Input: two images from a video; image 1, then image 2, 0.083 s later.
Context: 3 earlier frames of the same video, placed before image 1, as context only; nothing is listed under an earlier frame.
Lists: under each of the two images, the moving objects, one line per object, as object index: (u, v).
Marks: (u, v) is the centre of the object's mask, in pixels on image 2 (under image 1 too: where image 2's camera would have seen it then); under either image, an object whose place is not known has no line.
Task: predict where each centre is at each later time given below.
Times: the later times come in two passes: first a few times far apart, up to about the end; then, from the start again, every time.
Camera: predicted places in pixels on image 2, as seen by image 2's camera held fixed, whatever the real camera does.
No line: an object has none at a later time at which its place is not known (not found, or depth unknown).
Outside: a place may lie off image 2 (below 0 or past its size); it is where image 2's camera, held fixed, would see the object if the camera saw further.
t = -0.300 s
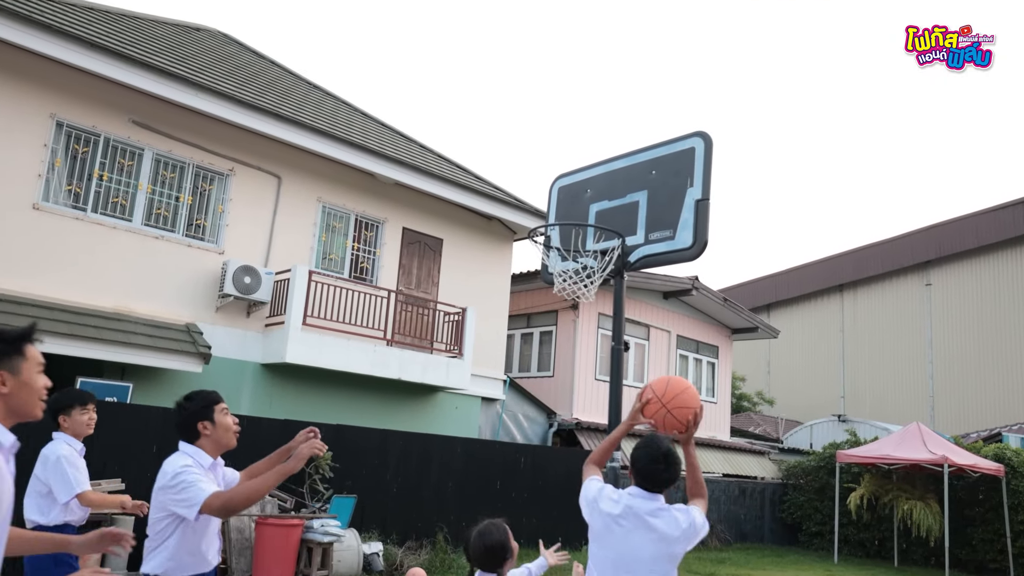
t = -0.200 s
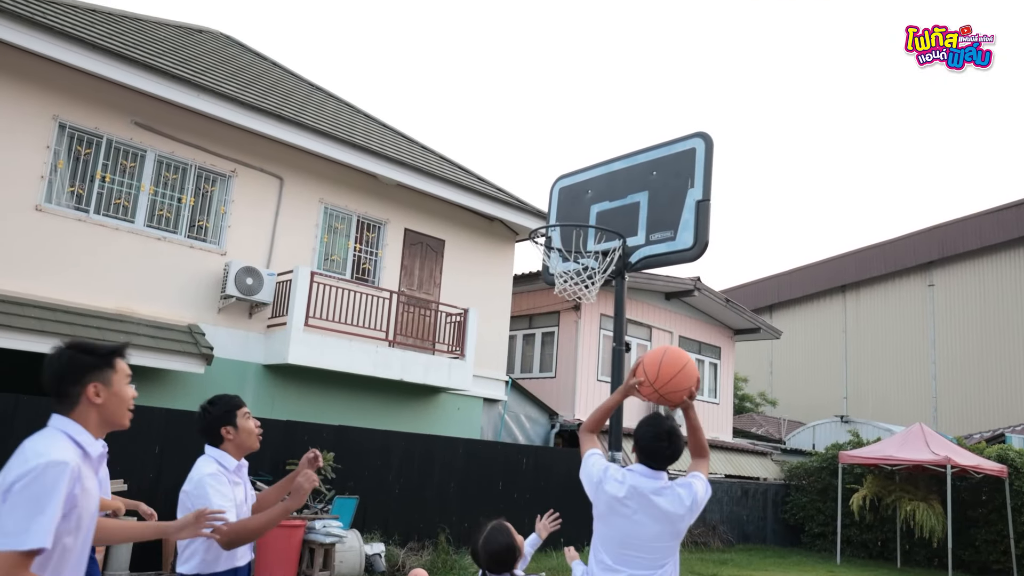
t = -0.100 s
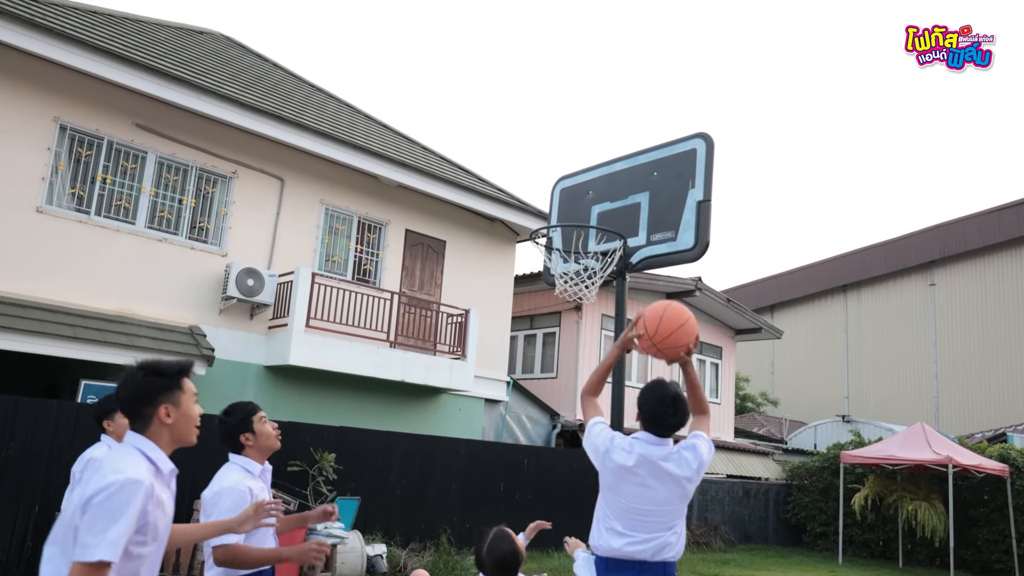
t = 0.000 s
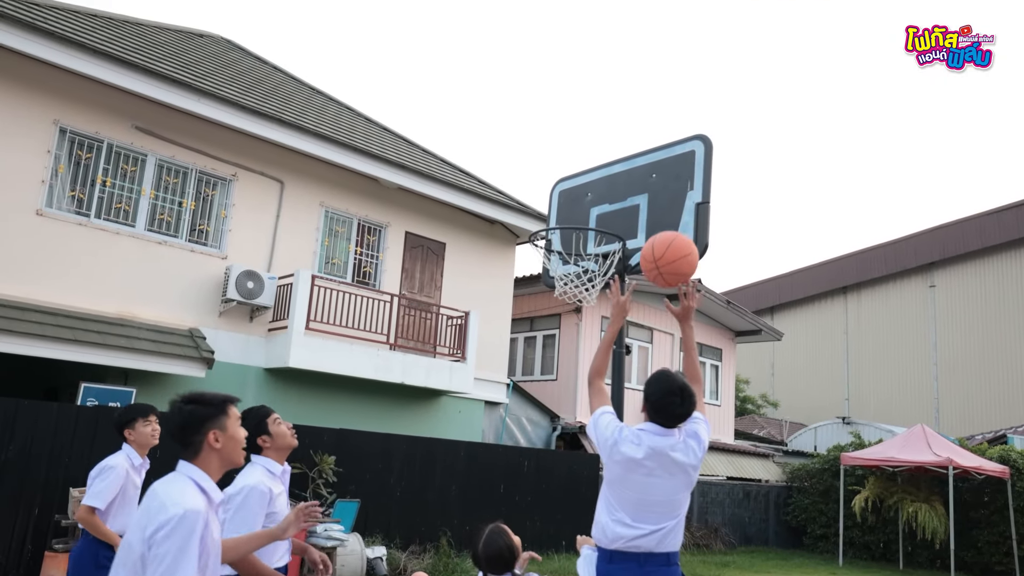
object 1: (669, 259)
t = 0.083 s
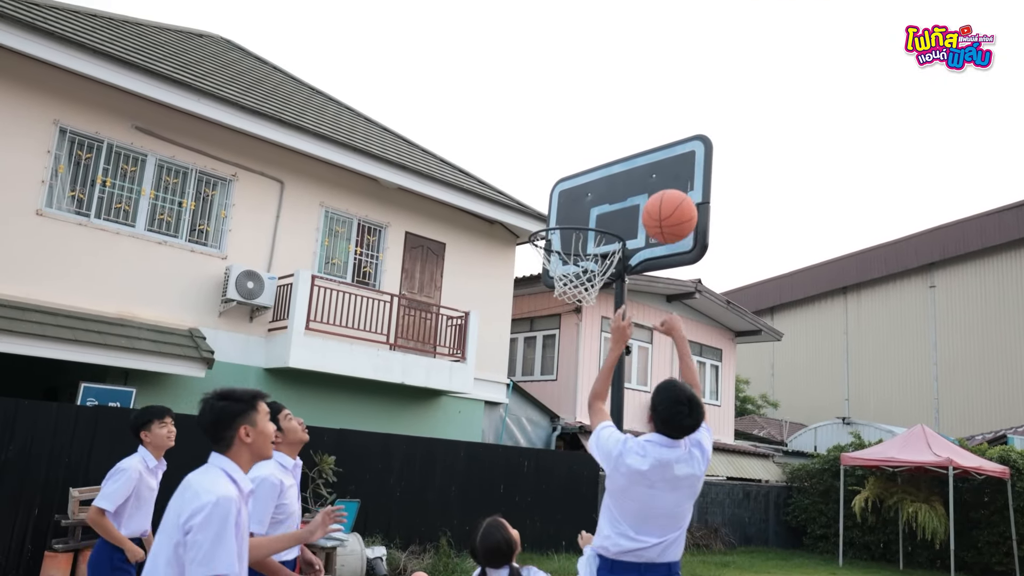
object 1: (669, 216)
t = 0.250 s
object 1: (658, 177)
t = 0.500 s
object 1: (620, 208)
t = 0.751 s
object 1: (565, 238)
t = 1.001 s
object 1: (561, 318)
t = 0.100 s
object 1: (669, 210)
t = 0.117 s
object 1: (669, 204)
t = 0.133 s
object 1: (669, 199)
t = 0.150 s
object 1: (669, 195)
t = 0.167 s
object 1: (669, 191)
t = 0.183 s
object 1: (668, 187)
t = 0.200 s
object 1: (666, 184)
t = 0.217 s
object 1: (663, 181)
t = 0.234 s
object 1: (661, 178)
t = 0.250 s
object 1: (658, 177)
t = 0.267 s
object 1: (656, 175)
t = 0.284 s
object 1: (653, 174)
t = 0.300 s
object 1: (651, 174)
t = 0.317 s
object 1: (648, 174)
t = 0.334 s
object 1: (646, 175)
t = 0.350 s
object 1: (643, 176)
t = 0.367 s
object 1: (641, 178)
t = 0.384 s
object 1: (638, 180)
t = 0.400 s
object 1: (636, 182)
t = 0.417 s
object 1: (633, 186)
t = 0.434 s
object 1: (630, 189)
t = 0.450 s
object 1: (628, 193)
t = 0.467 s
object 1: (625, 198)
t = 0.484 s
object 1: (622, 203)
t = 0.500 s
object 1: (620, 208)
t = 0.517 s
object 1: (617, 214)
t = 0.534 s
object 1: (614, 218)
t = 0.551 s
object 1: (611, 217)
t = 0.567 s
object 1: (607, 216)
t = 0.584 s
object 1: (604, 216)
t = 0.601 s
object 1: (600, 215)
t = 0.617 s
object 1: (596, 216)
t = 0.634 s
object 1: (592, 217)
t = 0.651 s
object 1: (587, 219)
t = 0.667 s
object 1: (584, 221)
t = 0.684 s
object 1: (580, 224)
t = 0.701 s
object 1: (577, 227)
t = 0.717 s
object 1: (573, 230)
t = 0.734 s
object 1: (569, 234)
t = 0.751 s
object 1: (565, 238)
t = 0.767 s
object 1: (562, 243)
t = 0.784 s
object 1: (562, 245)
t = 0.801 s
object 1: (561, 248)
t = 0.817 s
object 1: (561, 253)
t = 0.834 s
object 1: (560, 257)
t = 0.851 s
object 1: (560, 262)
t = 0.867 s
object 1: (559, 268)
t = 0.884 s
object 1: (559, 273)
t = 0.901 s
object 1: (560, 278)
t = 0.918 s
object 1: (560, 283)
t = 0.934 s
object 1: (561, 289)
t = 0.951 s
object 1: (561, 296)
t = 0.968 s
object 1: (561, 302)
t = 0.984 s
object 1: (561, 309)
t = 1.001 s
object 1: (561, 318)
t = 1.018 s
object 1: (562, 326)
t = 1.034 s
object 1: (562, 336)
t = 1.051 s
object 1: (562, 346)
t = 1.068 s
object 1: (563, 357)
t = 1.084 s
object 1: (563, 369)
